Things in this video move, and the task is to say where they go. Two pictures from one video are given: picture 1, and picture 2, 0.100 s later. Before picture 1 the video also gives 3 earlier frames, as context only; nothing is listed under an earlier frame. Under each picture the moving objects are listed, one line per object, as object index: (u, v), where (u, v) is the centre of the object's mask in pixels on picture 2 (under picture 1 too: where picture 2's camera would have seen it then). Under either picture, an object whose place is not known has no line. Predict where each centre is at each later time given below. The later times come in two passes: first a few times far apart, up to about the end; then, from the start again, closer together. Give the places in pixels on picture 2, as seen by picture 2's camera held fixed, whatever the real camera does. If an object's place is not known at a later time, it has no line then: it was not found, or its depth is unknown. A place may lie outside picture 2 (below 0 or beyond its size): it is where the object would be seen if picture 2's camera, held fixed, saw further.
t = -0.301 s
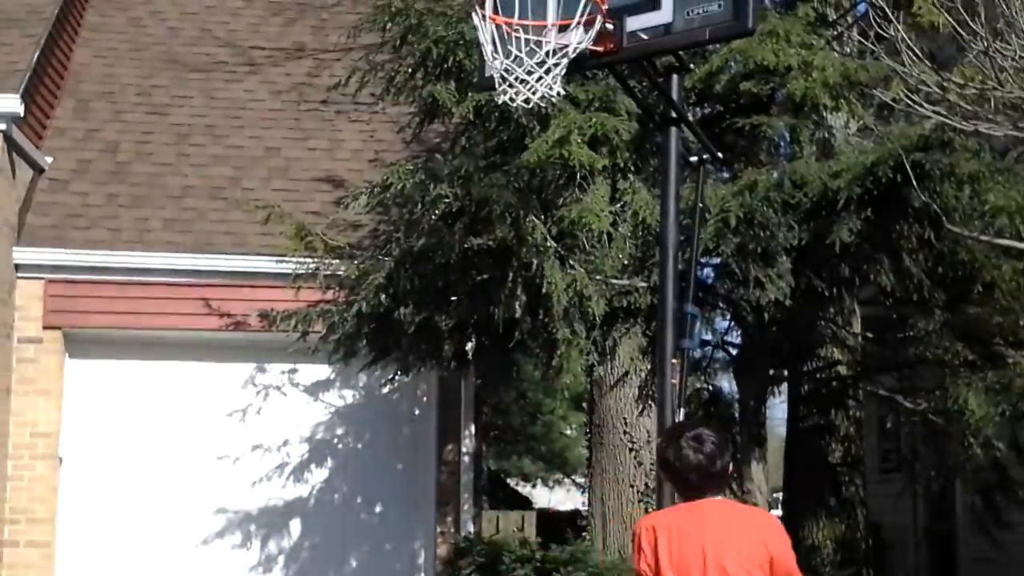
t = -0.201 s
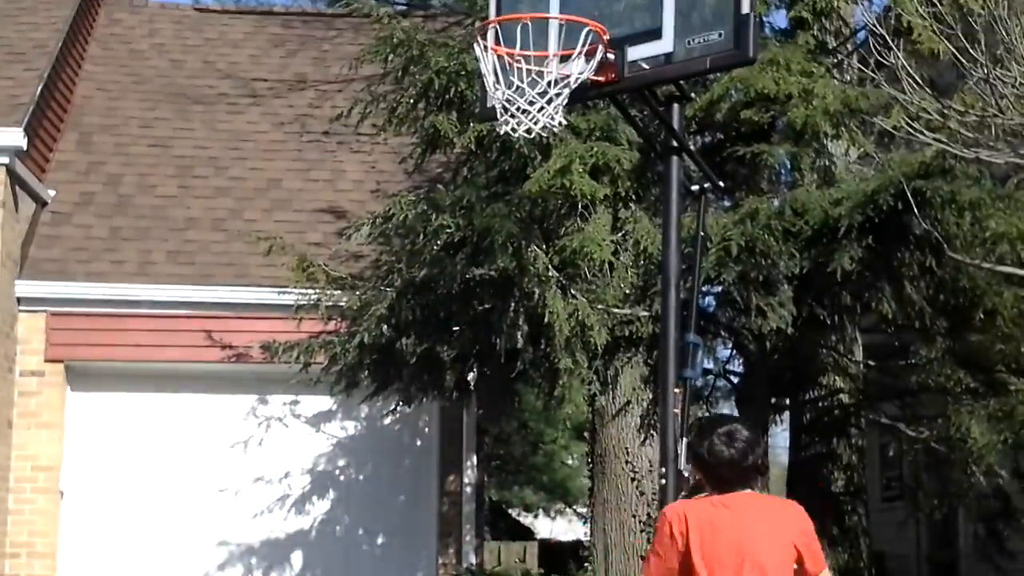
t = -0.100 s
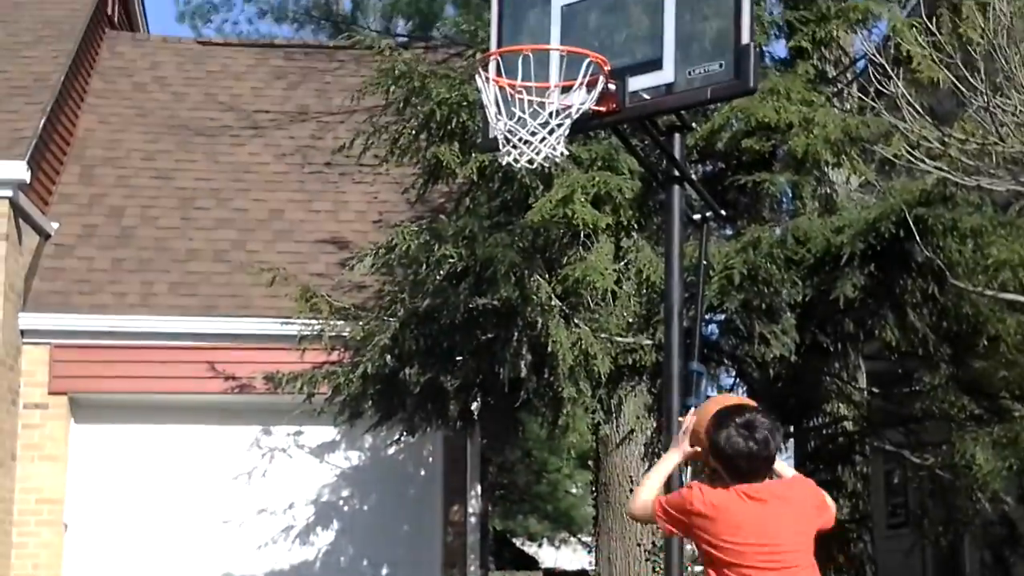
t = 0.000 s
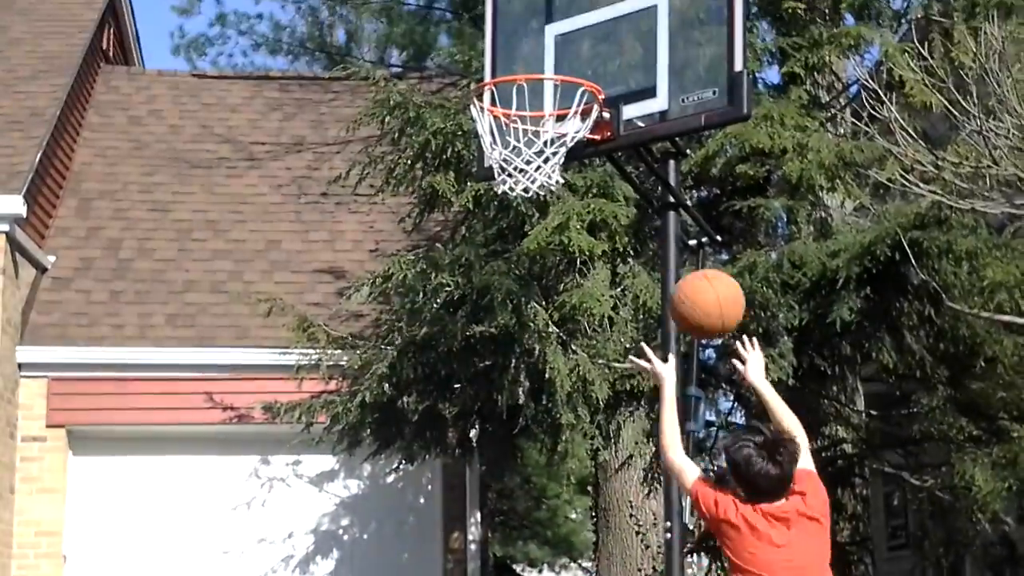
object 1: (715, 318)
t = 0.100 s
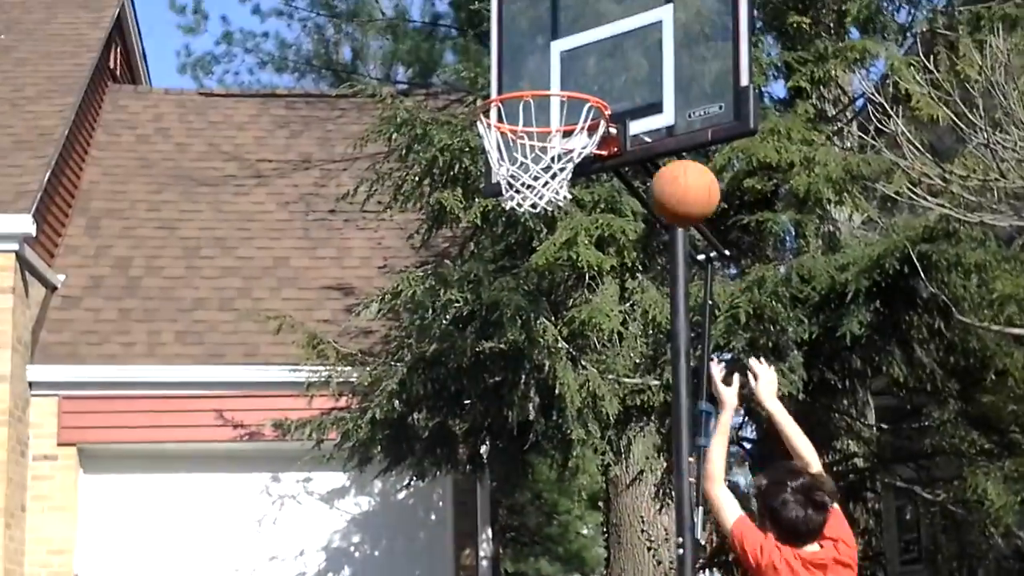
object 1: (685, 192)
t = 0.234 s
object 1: (648, 84)
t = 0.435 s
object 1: (592, 20)
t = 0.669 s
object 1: (518, 74)
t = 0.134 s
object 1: (674, 160)
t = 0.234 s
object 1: (648, 84)
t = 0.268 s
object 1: (640, 65)
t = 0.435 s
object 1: (592, 20)
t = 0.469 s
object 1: (582, 19)
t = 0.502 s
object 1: (571, 21)
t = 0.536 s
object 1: (560, 27)
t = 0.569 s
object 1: (550, 35)
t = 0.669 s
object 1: (518, 74)
